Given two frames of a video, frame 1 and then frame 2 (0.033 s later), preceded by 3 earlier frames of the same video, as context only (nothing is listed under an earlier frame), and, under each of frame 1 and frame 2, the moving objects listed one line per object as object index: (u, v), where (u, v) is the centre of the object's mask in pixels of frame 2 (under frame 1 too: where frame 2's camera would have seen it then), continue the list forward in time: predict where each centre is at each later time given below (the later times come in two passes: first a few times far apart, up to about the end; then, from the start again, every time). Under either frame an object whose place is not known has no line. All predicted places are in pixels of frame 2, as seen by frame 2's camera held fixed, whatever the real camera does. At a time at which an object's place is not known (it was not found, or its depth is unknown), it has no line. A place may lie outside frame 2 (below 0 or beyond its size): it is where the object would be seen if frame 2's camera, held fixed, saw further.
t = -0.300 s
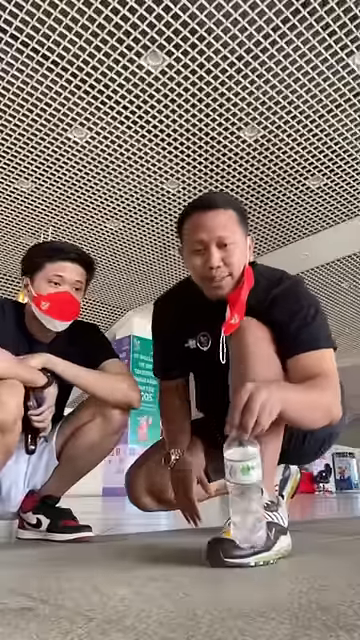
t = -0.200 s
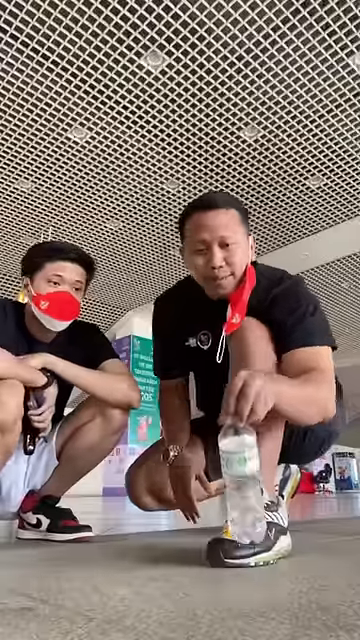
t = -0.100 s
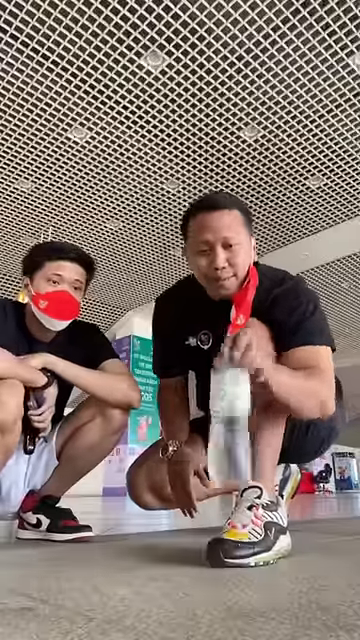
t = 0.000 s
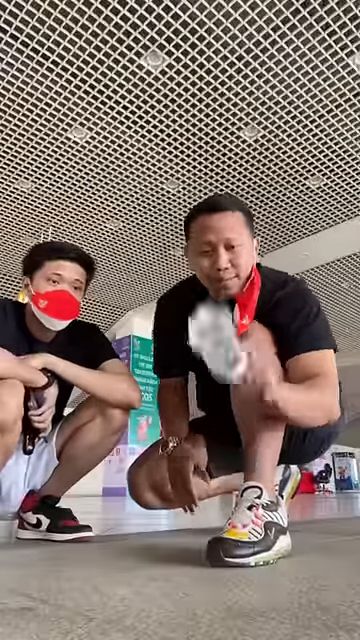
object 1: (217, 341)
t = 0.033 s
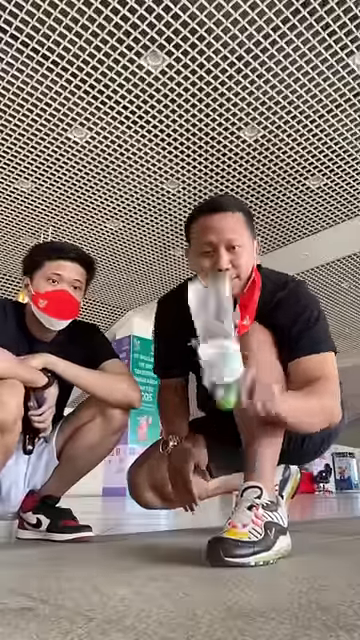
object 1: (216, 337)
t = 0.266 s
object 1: (195, 290)
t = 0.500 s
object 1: (191, 528)
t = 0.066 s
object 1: (211, 332)
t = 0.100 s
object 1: (205, 312)
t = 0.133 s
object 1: (198, 289)
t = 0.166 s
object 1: (196, 263)
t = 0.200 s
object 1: (195, 256)
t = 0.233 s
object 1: (195, 266)
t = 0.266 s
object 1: (195, 290)
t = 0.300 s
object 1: (195, 325)
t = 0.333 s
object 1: (194, 371)
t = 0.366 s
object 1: (192, 422)
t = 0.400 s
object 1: (190, 508)
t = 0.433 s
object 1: (191, 528)
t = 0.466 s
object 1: (193, 529)
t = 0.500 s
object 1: (191, 528)
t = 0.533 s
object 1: (186, 531)
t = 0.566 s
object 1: (182, 530)
